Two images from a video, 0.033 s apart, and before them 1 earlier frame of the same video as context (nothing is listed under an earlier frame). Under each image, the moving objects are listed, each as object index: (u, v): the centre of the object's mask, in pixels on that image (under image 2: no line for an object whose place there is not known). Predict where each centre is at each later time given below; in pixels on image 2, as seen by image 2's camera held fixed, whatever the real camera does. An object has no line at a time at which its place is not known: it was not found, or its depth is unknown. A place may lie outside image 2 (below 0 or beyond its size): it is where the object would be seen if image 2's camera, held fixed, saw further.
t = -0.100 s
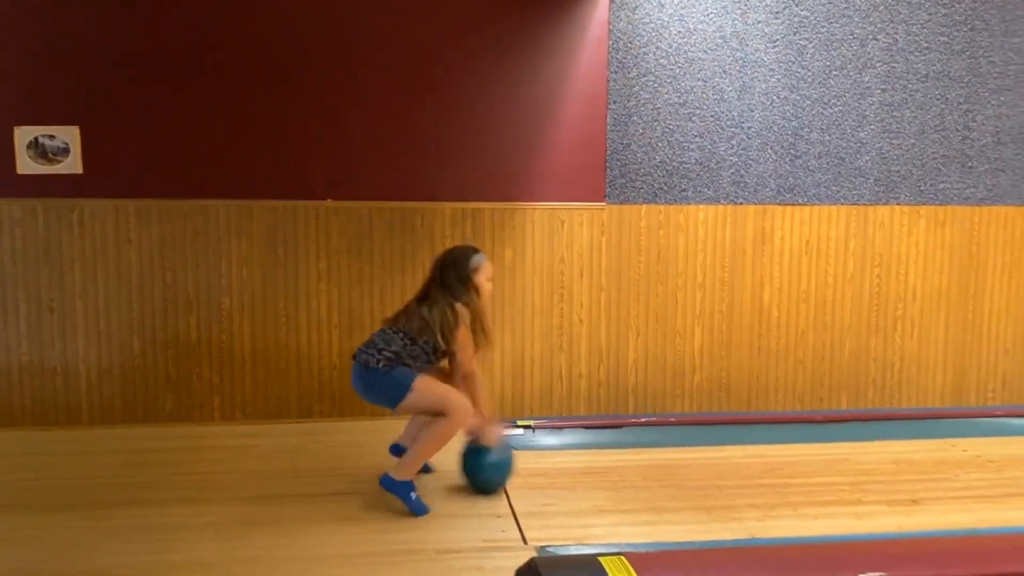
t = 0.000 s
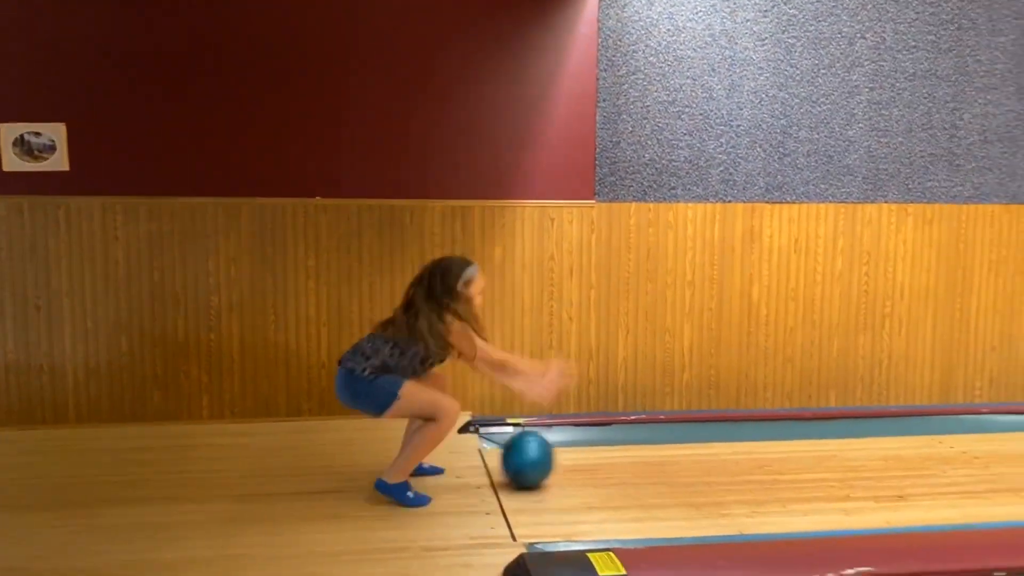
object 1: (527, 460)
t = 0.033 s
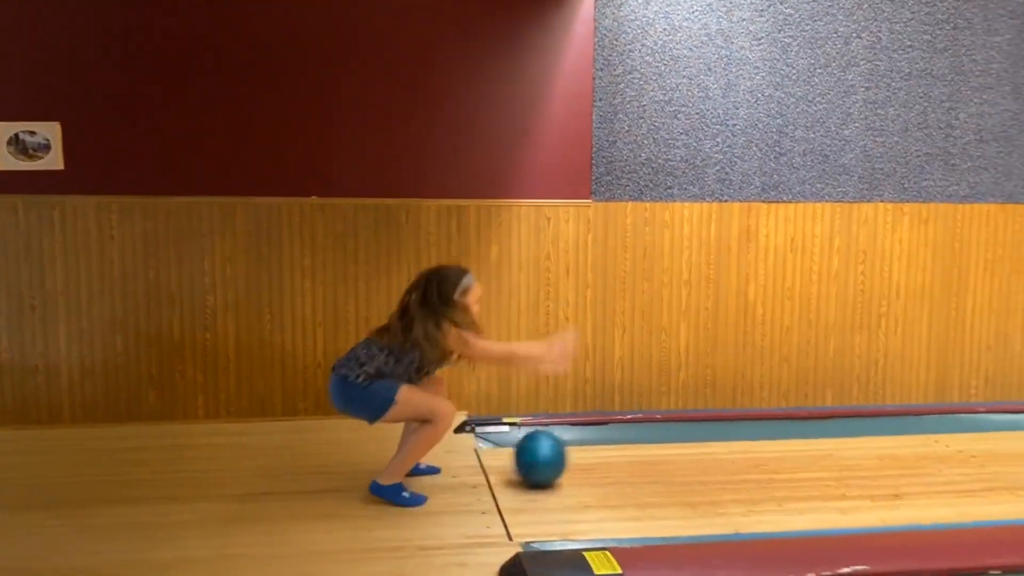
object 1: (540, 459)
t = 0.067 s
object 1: (556, 458)
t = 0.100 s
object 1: (573, 458)
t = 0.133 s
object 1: (588, 458)
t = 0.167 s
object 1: (605, 458)
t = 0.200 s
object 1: (621, 457)
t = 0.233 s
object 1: (637, 457)
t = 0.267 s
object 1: (653, 456)
